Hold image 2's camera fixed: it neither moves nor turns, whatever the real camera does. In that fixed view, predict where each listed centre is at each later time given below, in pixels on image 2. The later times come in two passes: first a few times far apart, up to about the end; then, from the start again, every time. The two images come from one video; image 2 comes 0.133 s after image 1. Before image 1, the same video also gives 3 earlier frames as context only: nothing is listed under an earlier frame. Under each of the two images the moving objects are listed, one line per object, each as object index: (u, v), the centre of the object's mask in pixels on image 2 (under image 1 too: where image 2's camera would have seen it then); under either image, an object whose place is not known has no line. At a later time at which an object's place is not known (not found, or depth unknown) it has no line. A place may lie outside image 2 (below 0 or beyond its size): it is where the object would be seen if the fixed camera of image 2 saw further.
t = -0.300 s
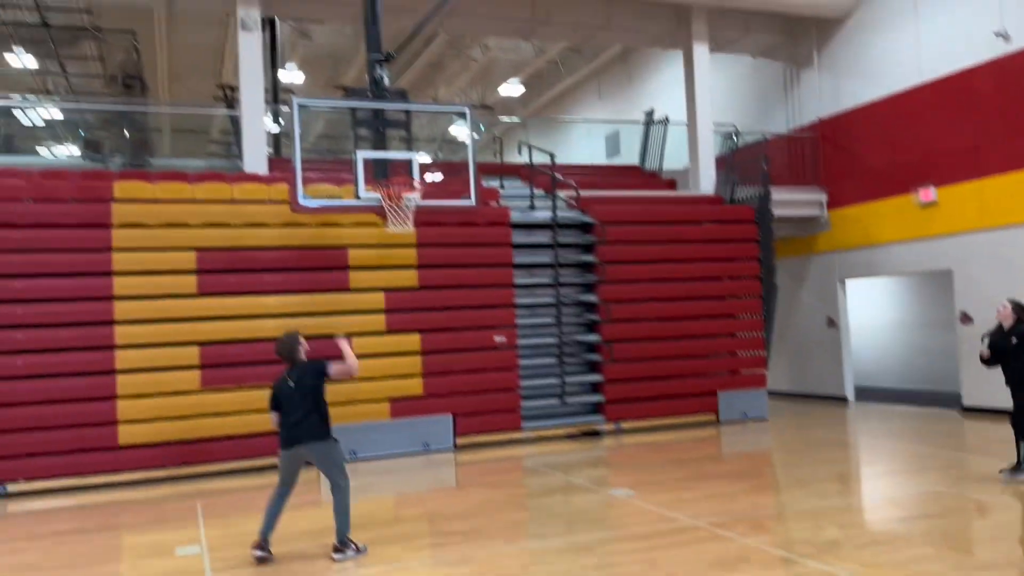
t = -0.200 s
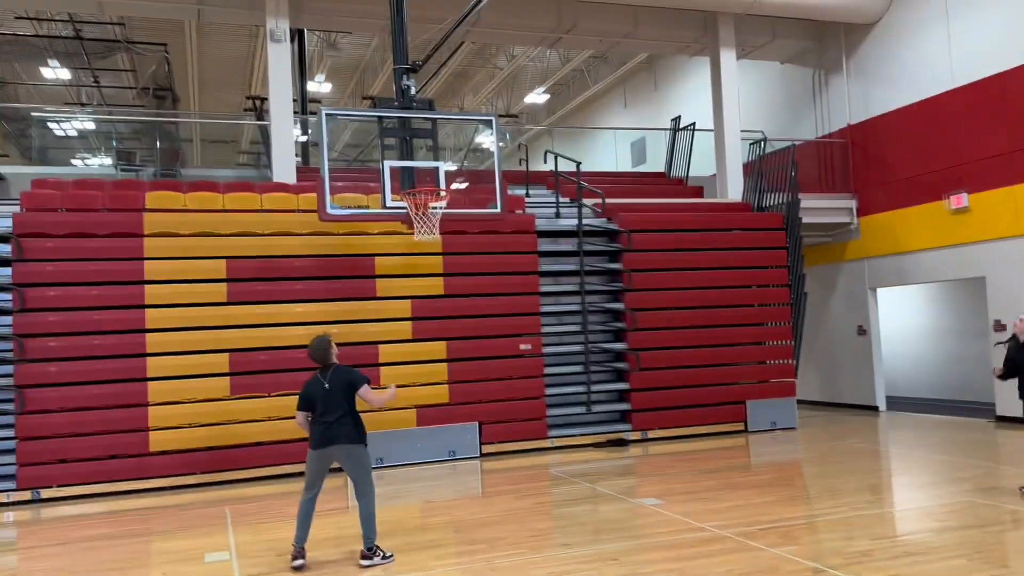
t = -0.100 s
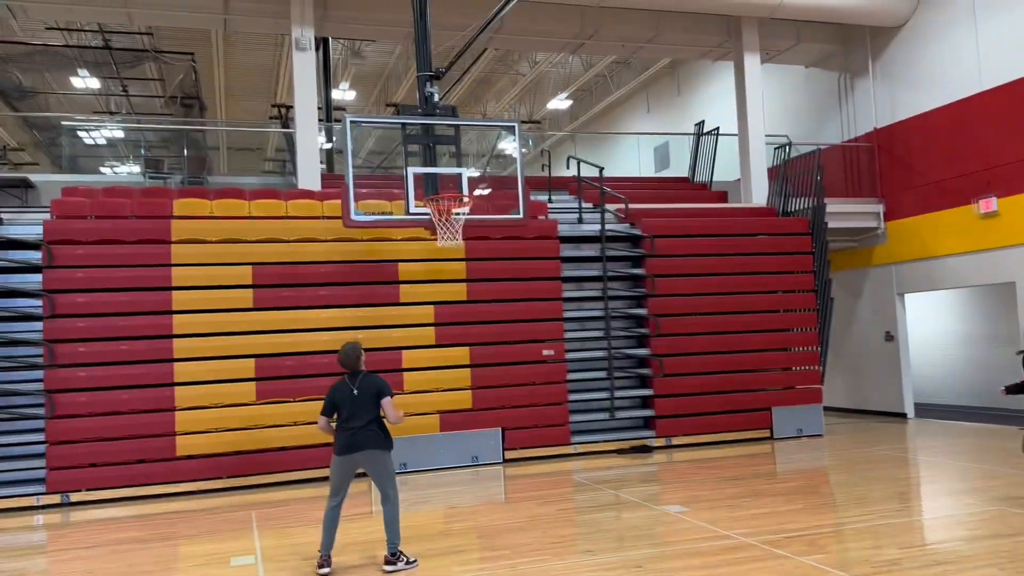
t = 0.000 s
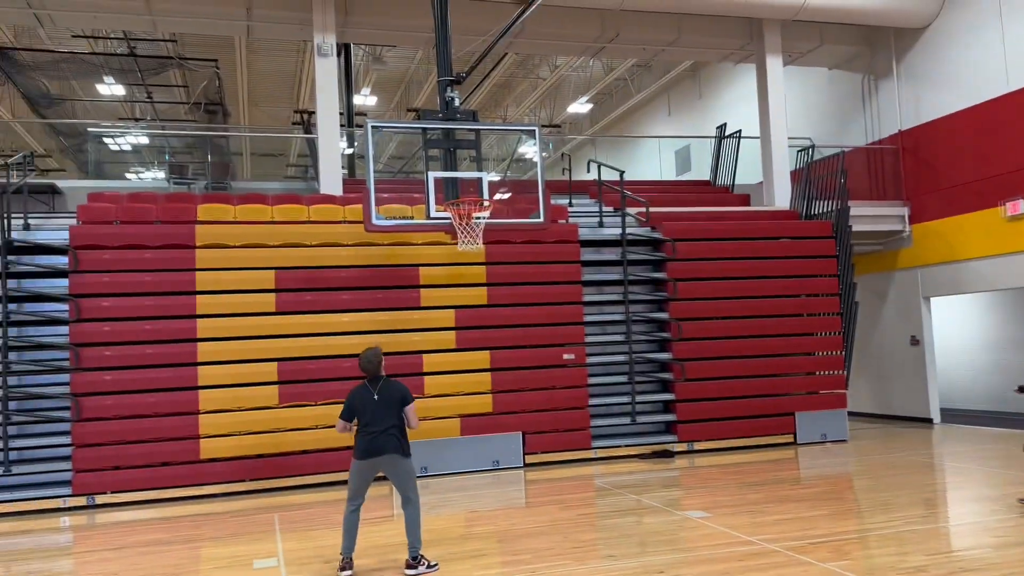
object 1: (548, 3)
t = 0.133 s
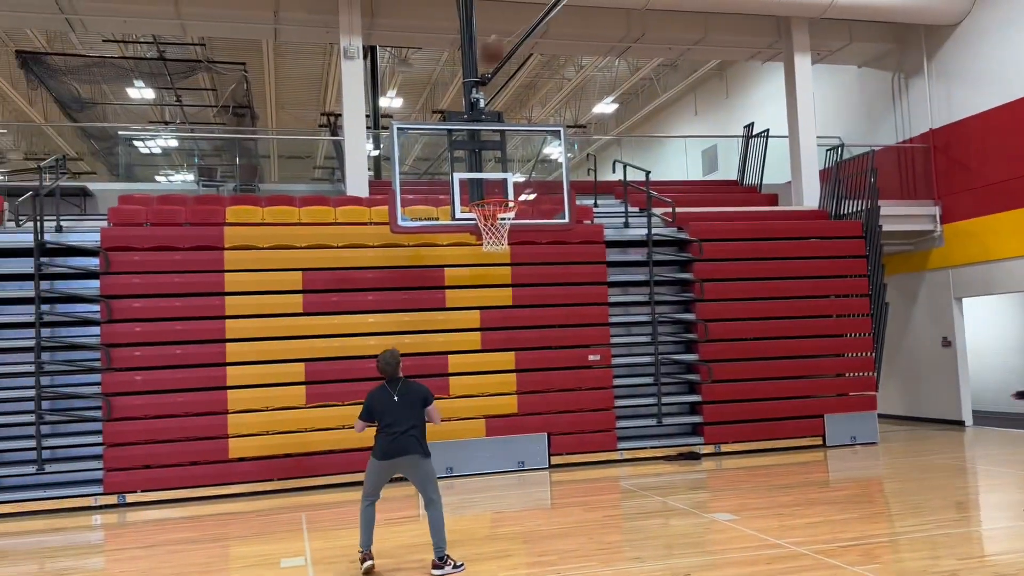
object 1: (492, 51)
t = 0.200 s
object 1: (467, 85)
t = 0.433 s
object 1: (423, 190)
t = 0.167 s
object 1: (479, 67)
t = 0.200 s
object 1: (467, 85)
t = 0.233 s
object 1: (454, 103)
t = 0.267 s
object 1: (442, 122)
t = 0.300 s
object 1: (436, 135)
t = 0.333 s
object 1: (433, 147)
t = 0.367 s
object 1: (430, 159)
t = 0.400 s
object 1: (427, 174)
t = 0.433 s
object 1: (423, 190)
